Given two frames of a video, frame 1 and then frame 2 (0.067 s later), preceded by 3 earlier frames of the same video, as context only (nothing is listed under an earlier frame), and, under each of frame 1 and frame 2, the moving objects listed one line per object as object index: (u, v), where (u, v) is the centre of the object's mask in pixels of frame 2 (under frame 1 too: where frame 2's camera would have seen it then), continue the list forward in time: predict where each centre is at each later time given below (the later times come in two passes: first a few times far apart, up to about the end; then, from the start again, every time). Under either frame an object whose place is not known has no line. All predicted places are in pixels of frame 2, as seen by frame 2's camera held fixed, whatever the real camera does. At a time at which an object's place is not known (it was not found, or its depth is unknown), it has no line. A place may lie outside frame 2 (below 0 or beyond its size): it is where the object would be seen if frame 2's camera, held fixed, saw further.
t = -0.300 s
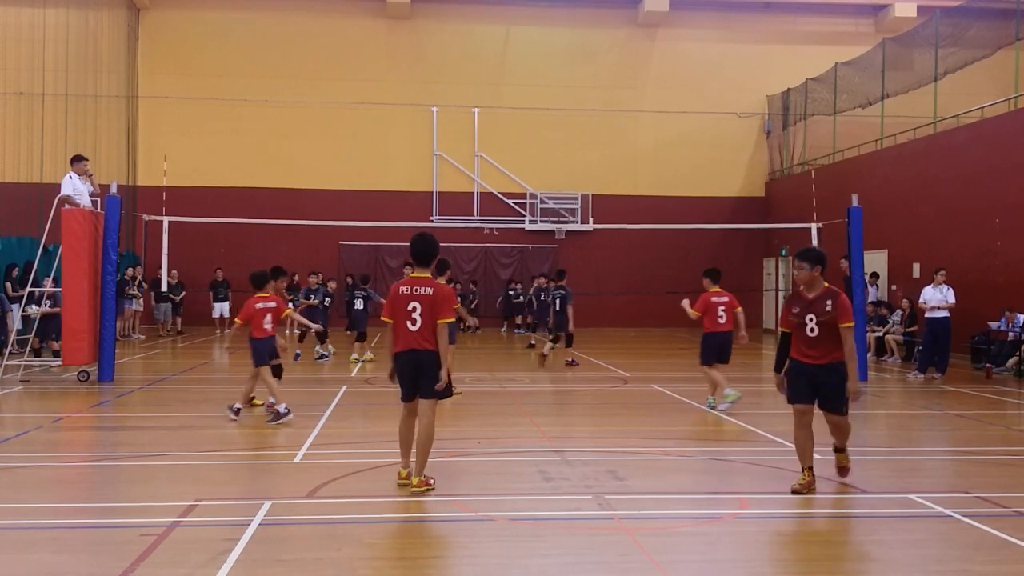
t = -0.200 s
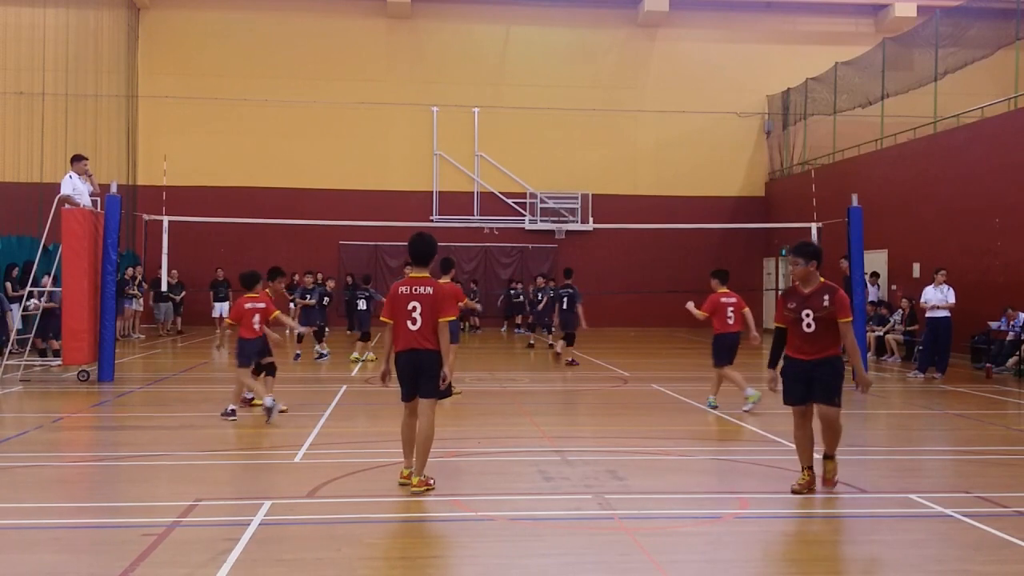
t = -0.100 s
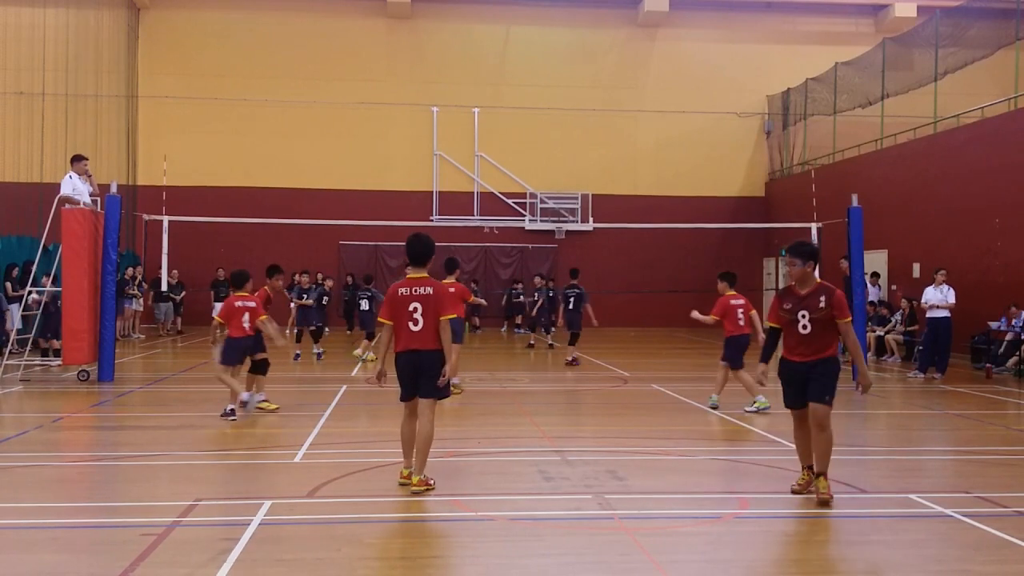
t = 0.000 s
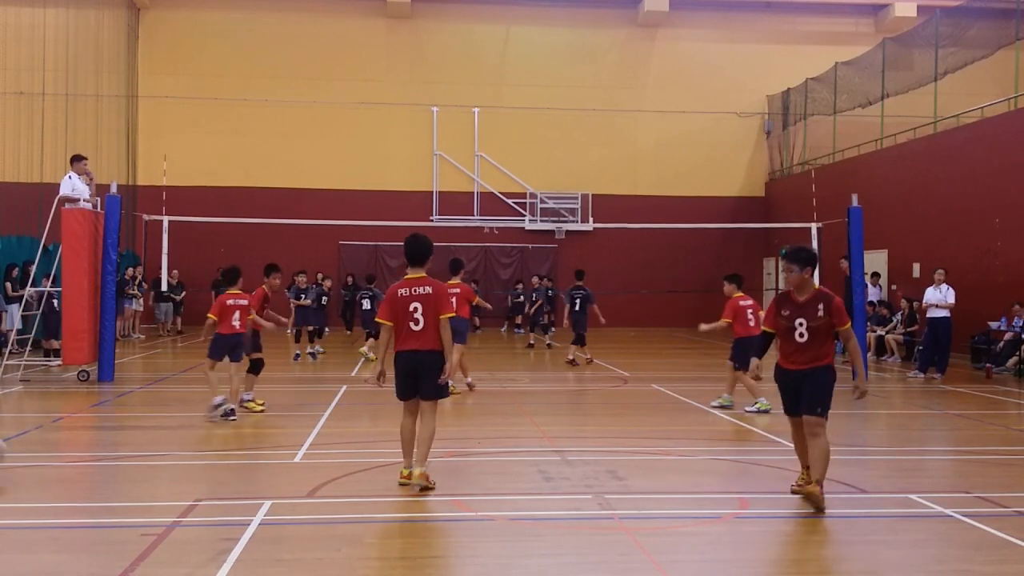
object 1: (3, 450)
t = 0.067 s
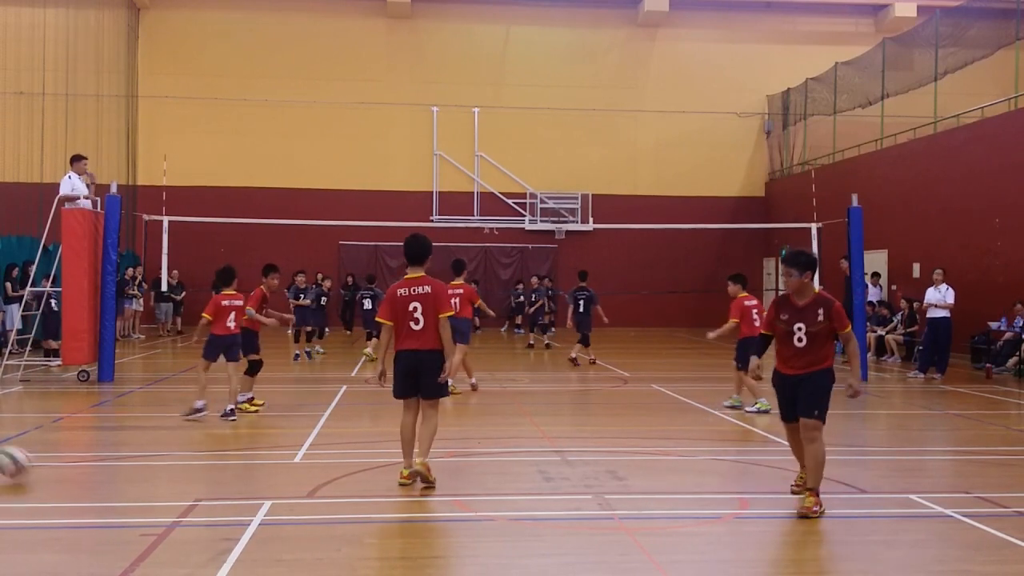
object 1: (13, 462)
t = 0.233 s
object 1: (81, 455)
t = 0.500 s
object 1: (195, 469)
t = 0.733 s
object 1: (302, 479)
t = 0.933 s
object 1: (398, 496)
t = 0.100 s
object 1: (26, 468)
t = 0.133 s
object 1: (40, 462)
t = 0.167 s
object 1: (55, 458)
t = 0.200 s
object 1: (68, 456)
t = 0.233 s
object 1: (81, 455)
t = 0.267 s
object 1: (95, 456)
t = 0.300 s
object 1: (108, 459)
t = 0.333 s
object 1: (123, 465)
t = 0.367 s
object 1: (138, 471)
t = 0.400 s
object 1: (153, 478)
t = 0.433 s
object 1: (166, 474)
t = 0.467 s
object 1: (180, 470)
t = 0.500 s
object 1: (195, 469)
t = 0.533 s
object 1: (212, 469)
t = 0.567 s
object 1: (226, 471)
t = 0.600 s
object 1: (240, 475)
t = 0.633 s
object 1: (254, 479)
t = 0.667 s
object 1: (271, 485)
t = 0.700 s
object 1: (285, 483)
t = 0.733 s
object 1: (302, 479)
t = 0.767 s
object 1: (317, 478)
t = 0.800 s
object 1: (332, 478)
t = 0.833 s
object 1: (348, 480)
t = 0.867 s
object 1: (363, 485)
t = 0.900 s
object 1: (379, 492)
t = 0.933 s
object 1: (398, 496)
